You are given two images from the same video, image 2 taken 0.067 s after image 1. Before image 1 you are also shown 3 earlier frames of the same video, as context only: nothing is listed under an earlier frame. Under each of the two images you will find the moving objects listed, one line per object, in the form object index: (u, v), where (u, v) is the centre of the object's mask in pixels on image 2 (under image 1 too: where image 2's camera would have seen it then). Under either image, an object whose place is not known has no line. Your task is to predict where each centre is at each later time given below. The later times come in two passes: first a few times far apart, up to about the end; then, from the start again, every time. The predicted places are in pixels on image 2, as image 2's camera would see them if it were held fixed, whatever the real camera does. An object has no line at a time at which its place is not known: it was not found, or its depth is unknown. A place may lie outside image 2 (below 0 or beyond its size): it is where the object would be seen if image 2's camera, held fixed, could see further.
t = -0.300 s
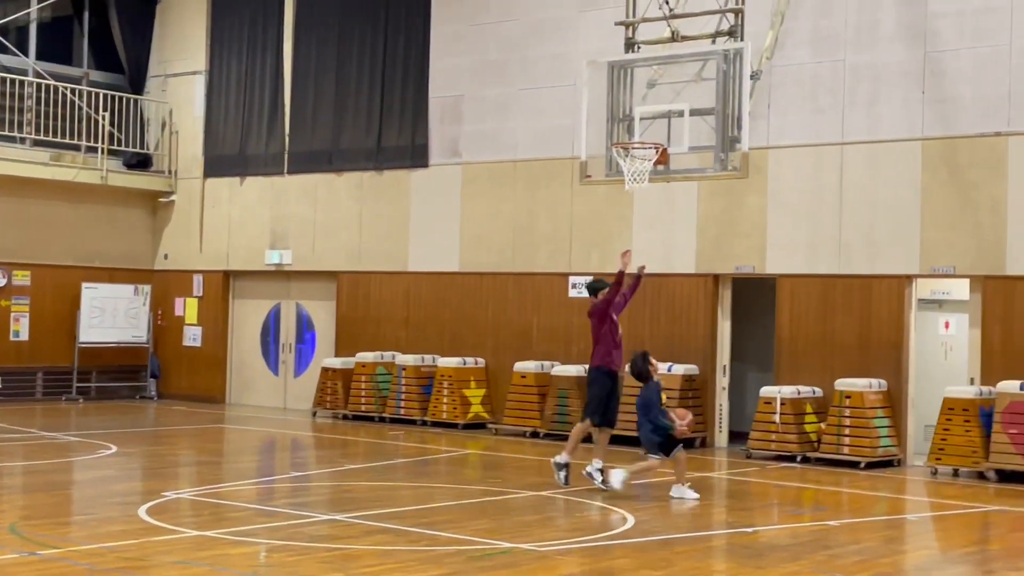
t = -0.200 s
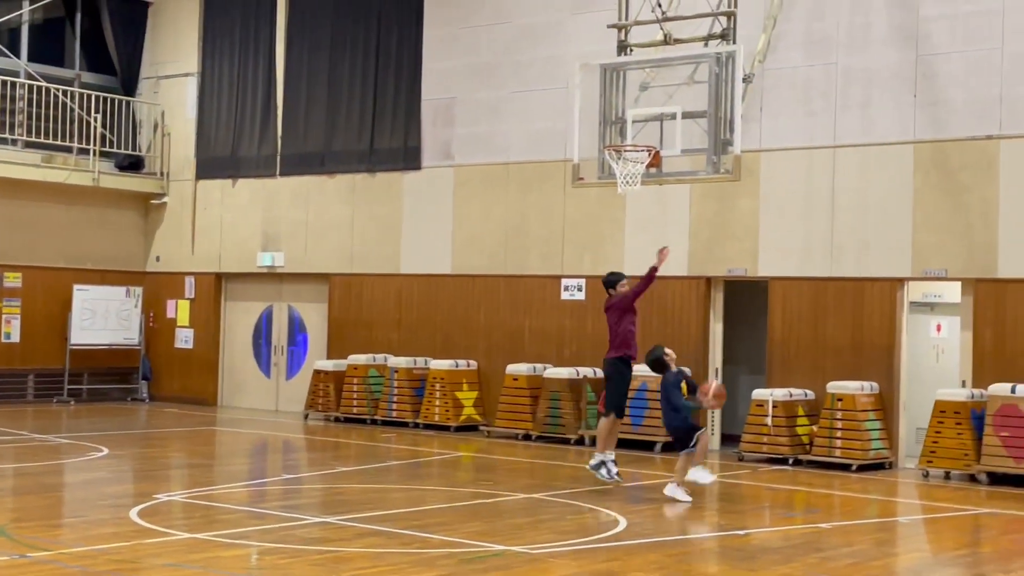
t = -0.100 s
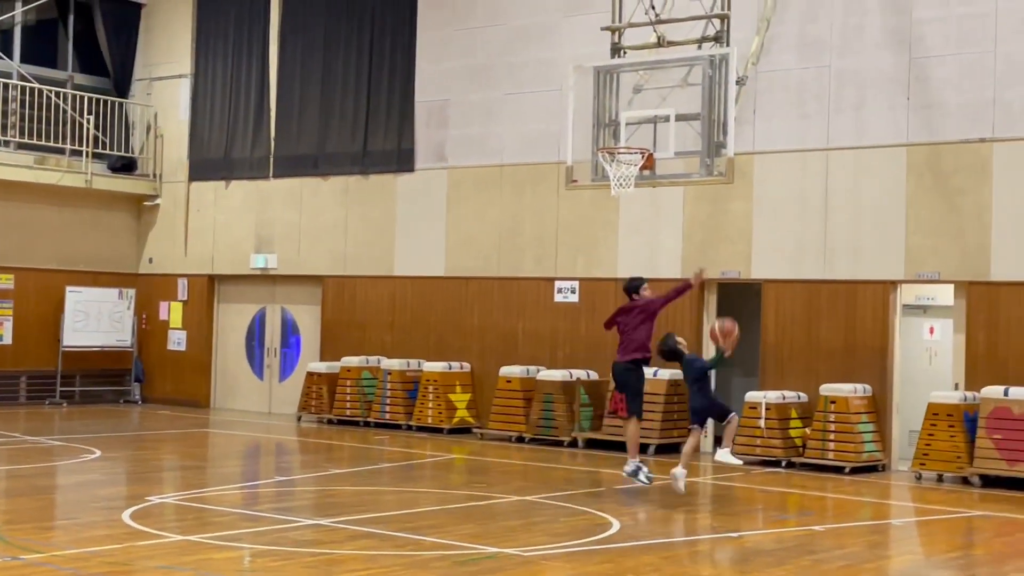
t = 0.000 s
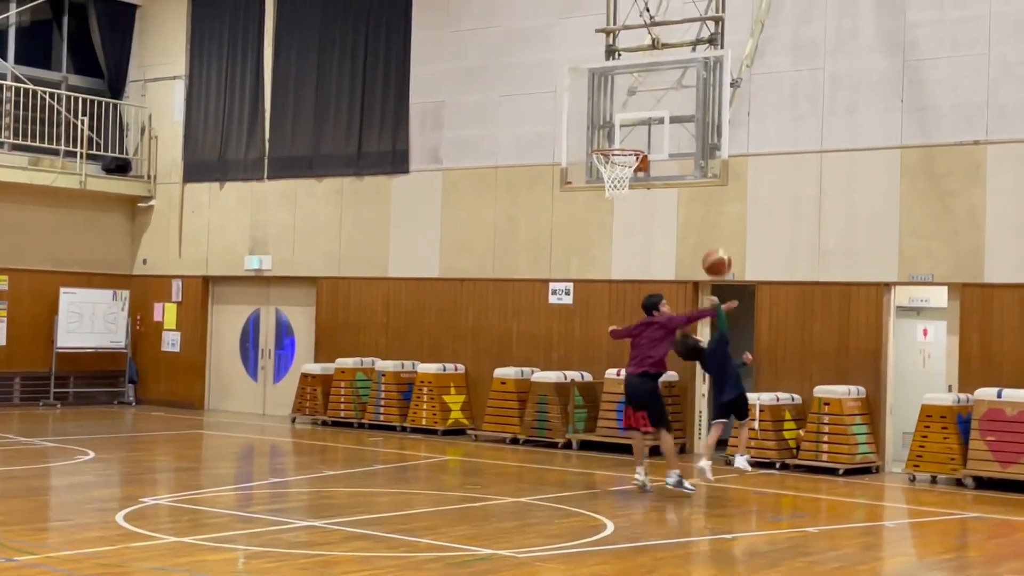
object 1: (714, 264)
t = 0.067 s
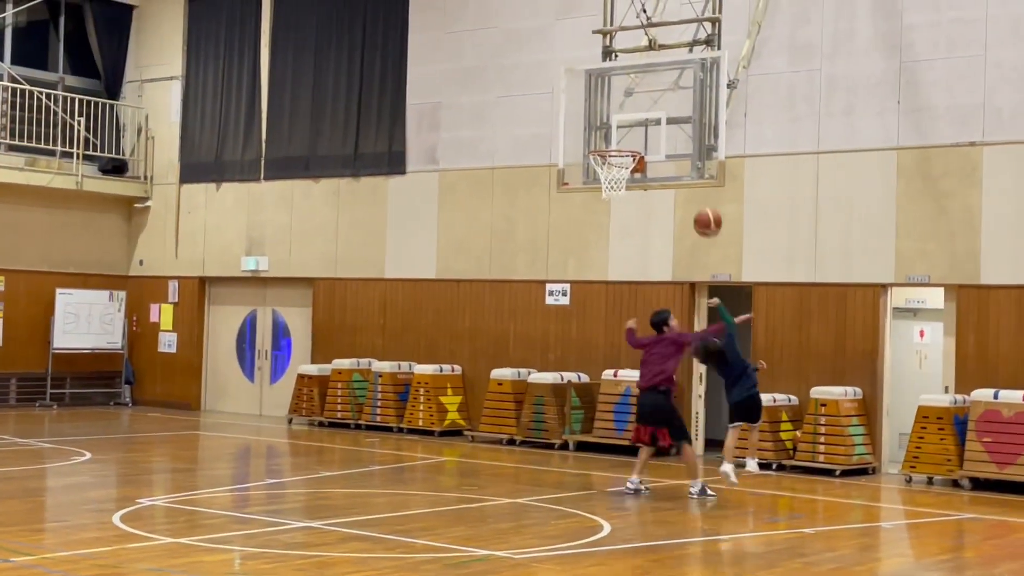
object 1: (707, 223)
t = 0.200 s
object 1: (695, 158)
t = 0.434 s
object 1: (674, 97)
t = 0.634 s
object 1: (656, 93)
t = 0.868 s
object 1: (632, 139)
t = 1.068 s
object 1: (607, 124)
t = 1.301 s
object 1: (576, 151)
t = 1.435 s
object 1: (557, 195)
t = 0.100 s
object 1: (705, 204)
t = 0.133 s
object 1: (701, 187)
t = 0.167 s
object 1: (698, 173)
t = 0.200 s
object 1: (695, 158)
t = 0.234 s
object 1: (692, 145)
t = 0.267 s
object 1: (689, 133)
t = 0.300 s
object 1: (686, 123)
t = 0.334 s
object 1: (684, 115)
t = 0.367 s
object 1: (680, 107)
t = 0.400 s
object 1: (678, 101)
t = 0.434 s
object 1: (674, 97)
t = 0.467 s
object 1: (671, 93)
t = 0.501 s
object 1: (668, 90)
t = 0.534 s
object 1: (665, 89)
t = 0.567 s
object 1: (662, 89)
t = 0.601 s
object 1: (659, 90)
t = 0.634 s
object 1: (656, 93)
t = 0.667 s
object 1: (653, 96)
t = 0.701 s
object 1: (650, 101)
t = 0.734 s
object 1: (647, 108)
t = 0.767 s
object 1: (644, 114)
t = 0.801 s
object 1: (641, 122)
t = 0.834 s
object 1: (637, 130)
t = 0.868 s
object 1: (632, 139)
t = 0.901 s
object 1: (627, 140)
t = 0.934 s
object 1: (623, 136)
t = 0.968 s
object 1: (620, 131)
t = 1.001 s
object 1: (616, 127)
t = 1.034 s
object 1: (612, 125)
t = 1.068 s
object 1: (607, 124)
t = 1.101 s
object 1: (603, 125)
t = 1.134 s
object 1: (598, 127)
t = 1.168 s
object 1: (594, 129)
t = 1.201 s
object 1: (590, 133)
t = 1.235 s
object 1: (585, 138)
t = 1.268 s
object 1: (581, 144)
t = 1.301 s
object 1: (576, 151)
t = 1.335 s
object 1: (571, 160)
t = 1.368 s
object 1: (567, 170)
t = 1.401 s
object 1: (562, 182)
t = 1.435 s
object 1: (557, 195)
